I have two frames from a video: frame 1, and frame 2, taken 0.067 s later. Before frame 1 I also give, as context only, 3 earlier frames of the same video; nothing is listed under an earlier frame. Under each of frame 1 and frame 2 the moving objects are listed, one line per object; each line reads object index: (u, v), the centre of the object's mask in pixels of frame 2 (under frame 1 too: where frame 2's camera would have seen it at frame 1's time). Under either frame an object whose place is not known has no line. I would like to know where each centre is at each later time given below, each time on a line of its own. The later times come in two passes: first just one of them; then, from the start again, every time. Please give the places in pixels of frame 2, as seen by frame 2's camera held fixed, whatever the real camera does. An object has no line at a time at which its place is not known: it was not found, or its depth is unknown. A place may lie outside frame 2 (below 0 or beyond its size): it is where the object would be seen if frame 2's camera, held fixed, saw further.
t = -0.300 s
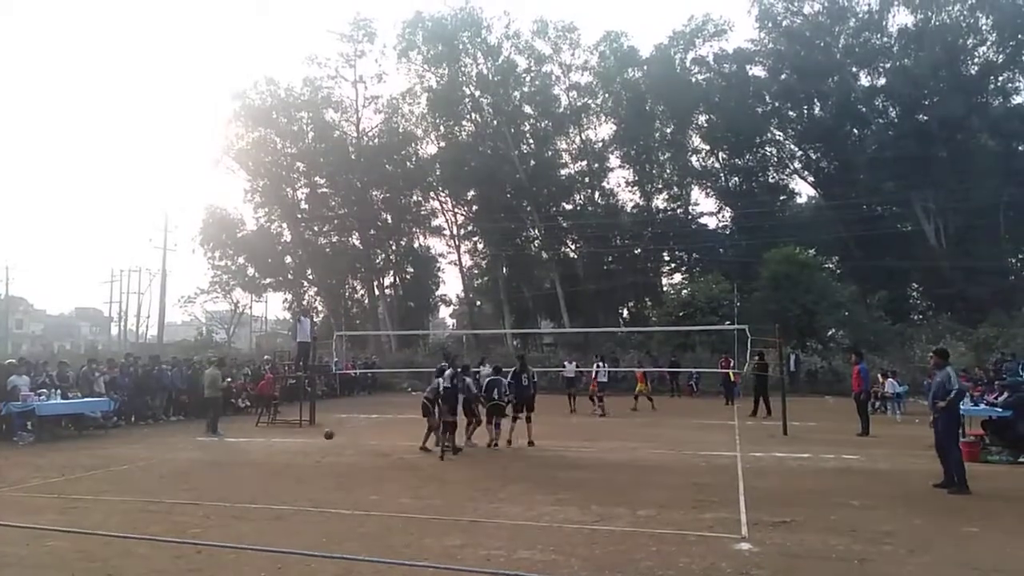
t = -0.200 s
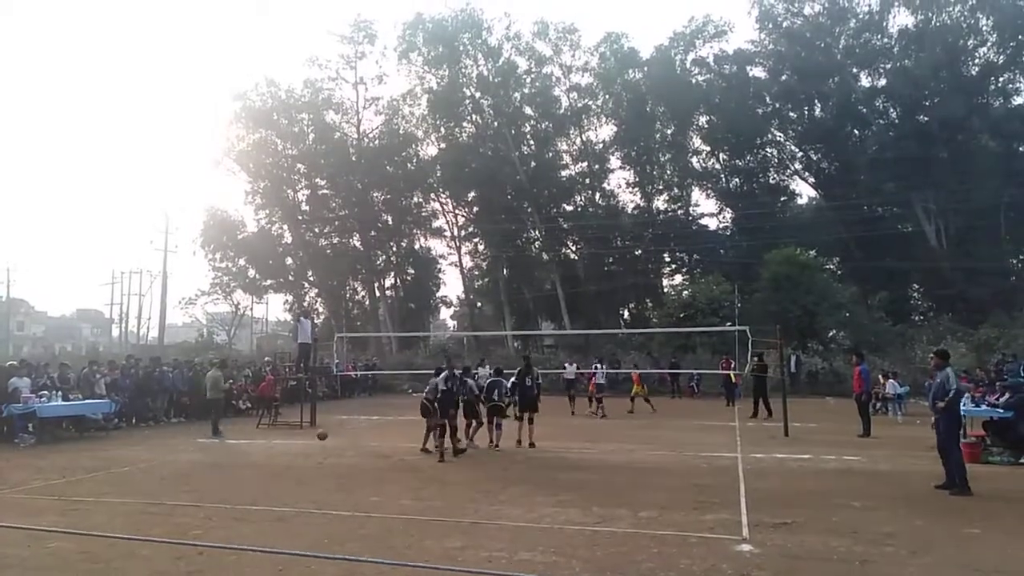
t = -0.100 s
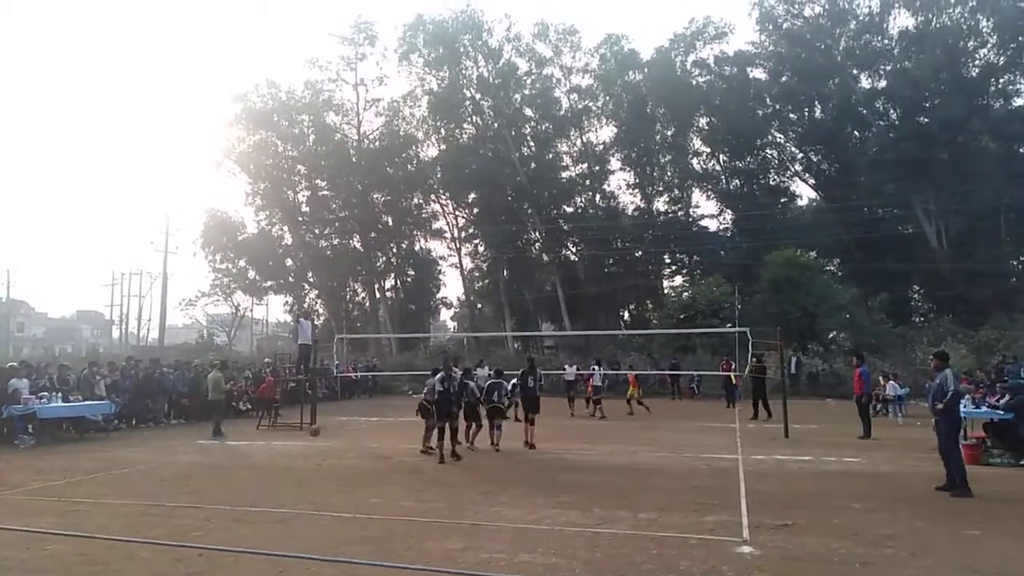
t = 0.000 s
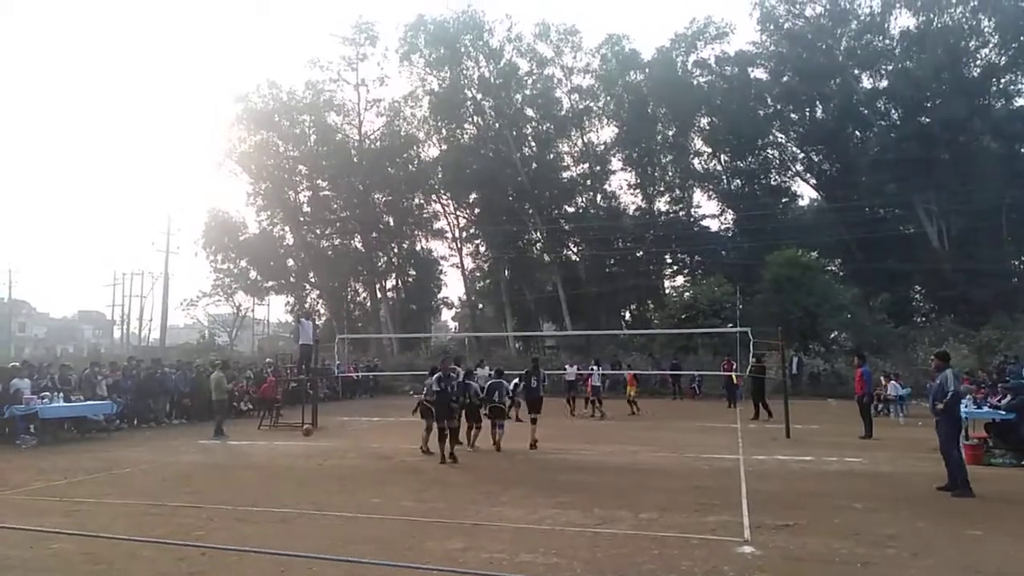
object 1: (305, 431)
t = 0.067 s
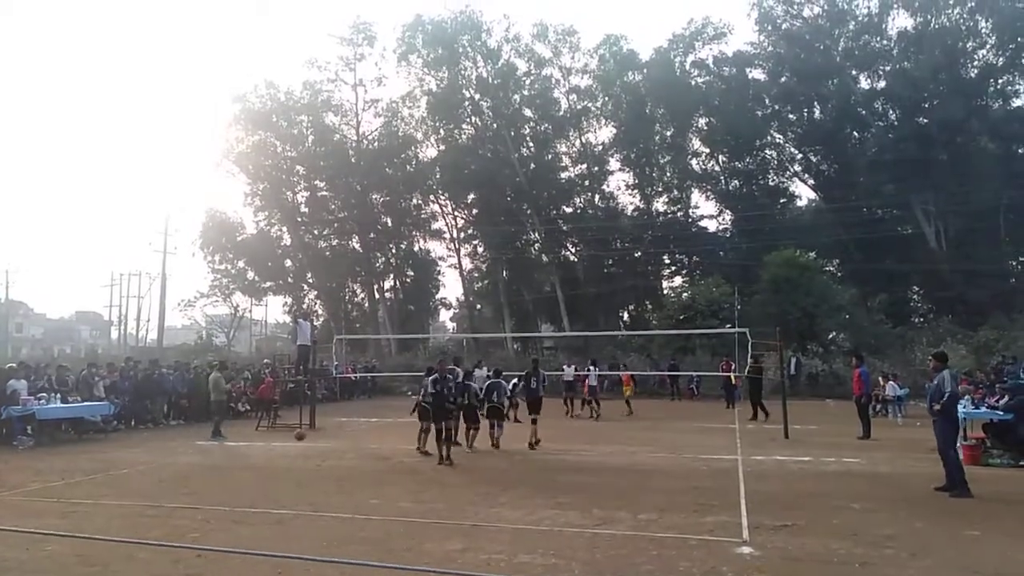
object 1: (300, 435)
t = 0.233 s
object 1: (286, 444)
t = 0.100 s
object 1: (297, 437)
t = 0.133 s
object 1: (294, 440)
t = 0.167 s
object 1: (291, 444)
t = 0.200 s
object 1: (288, 447)
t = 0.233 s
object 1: (286, 444)
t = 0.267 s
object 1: (283, 441)
